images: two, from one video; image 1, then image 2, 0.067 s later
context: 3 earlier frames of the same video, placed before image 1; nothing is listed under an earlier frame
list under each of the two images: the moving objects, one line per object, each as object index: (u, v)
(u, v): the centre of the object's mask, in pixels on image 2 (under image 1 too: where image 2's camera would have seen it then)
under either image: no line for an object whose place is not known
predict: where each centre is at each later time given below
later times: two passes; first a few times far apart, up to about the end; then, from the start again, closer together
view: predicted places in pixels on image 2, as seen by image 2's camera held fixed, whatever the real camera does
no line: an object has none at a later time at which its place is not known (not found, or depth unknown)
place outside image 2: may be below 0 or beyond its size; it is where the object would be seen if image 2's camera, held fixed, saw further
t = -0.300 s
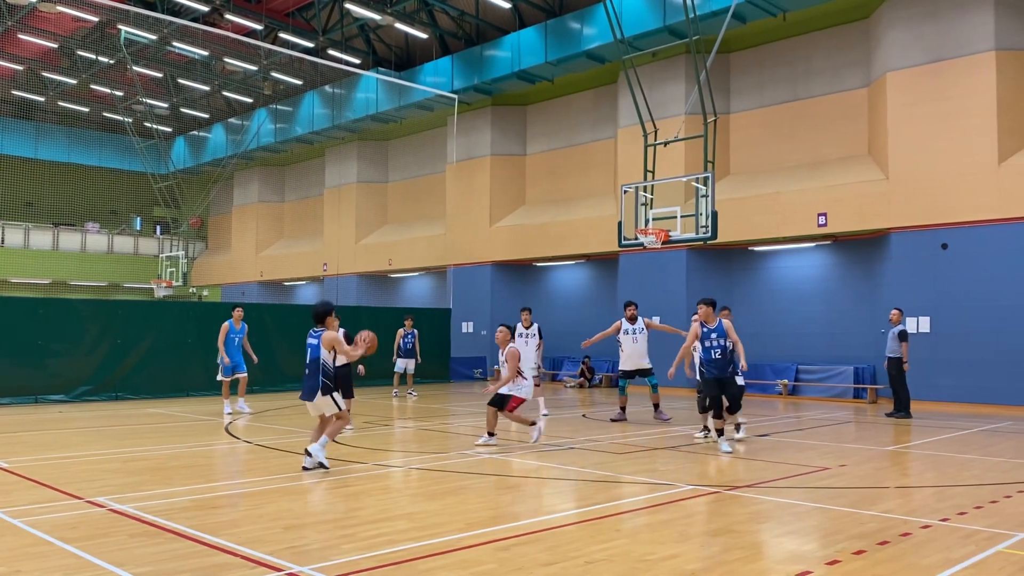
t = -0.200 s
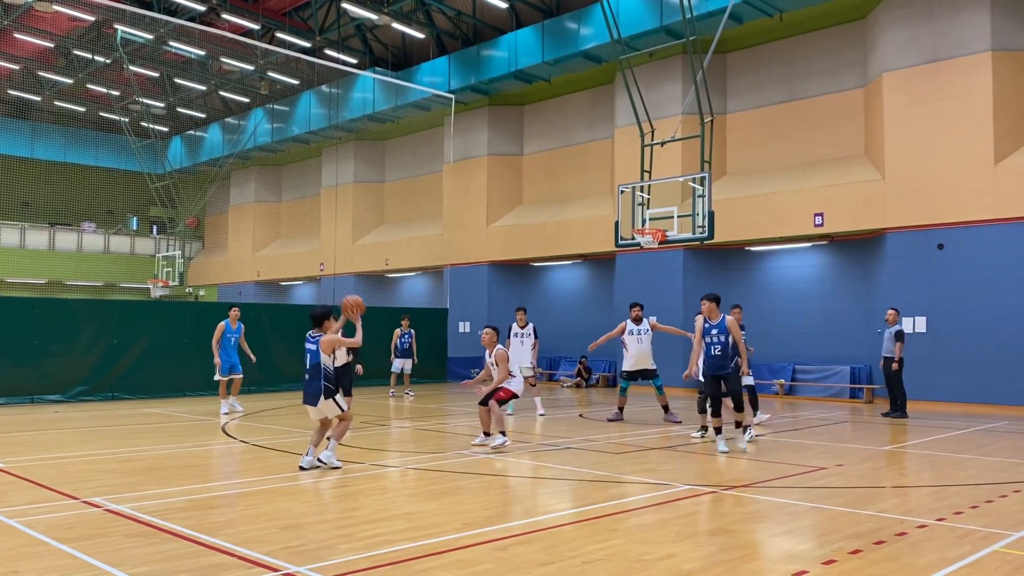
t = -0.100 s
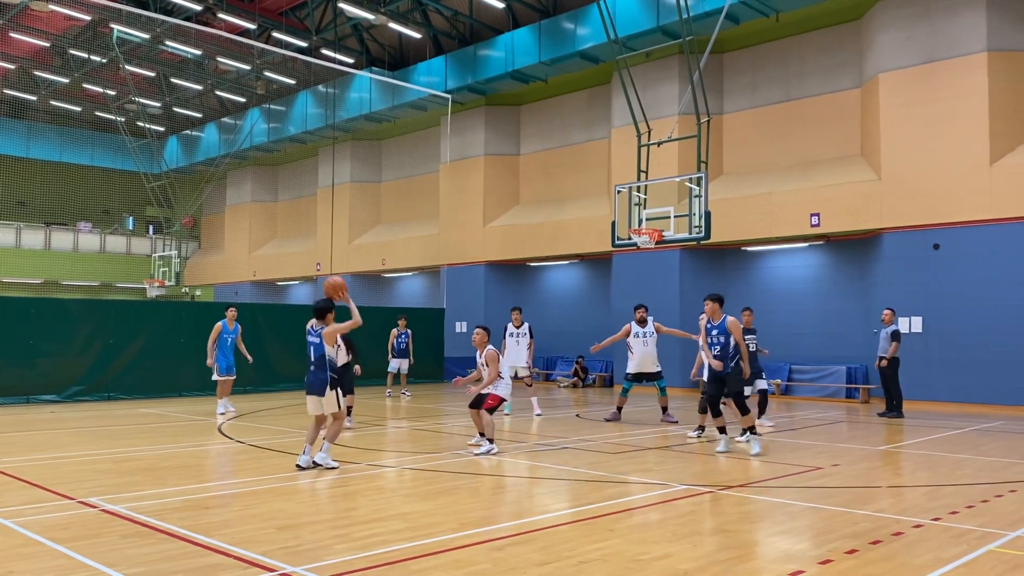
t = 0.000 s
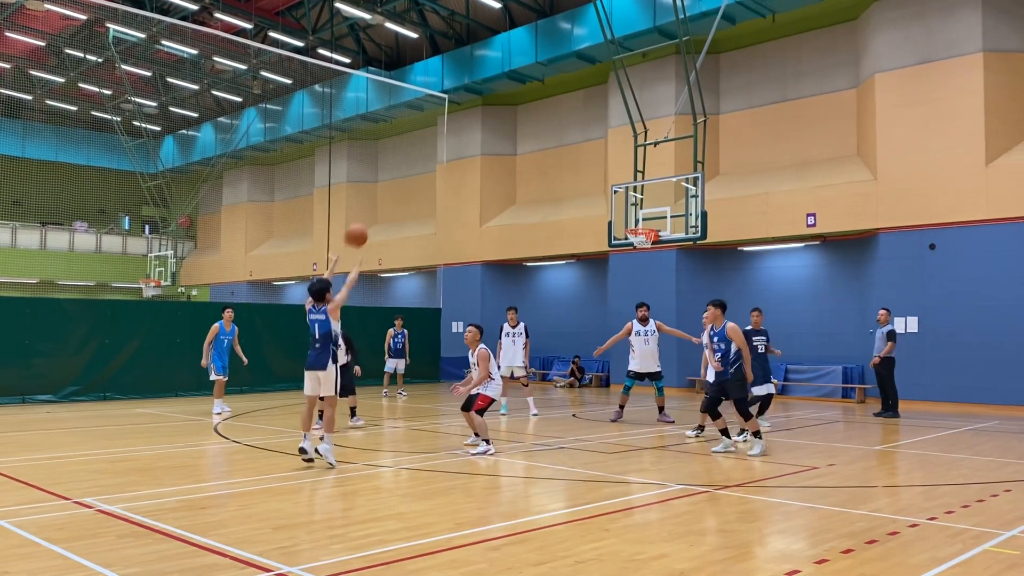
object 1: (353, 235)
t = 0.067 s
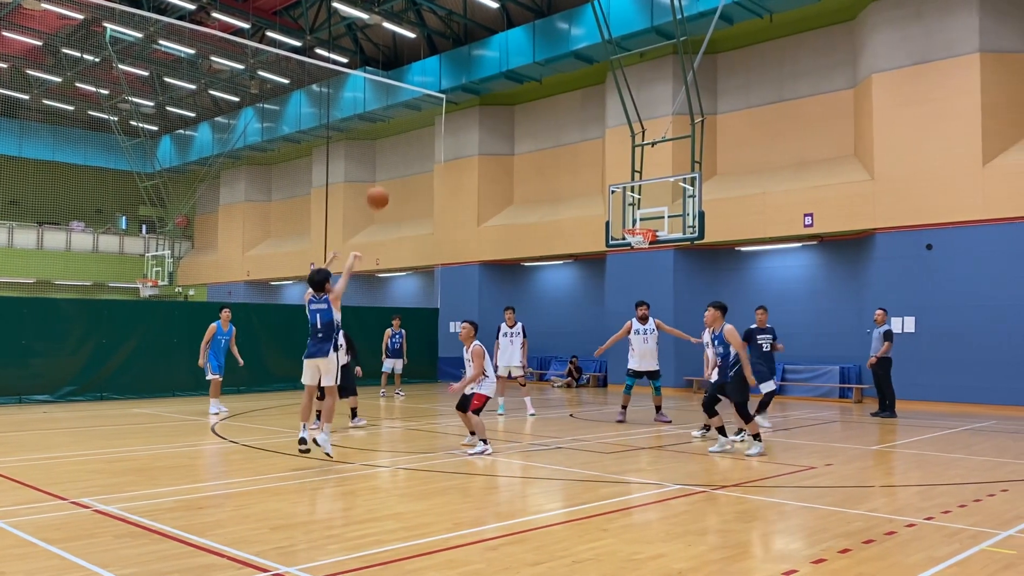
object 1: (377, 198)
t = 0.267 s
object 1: (440, 121)
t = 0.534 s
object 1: (506, 85)
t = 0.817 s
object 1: (564, 104)
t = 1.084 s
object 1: (607, 163)
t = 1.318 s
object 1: (631, 228)
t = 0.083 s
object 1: (384, 189)
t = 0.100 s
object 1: (389, 181)
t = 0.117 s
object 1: (395, 174)
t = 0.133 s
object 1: (400, 166)
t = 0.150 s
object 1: (405, 159)
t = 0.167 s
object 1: (411, 153)
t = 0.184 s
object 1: (416, 147)
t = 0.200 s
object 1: (421, 141)
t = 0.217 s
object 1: (426, 135)
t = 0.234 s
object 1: (431, 130)
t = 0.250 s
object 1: (436, 126)
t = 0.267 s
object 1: (440, 121)
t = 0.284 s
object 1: (445, 117)
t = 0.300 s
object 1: (449, 113)
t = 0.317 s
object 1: (454, 109)
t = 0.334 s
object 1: (459, 106)
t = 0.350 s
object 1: (463, 103)
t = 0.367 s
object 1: (467, 100)
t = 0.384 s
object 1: (472, 97)
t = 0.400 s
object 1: (476, 95)
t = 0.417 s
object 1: (480, 93)
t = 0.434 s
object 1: (484, 91)
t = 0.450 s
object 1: (488, 90)
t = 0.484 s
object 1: (495, 87)
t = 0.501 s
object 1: (500, 86)
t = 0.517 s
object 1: (503, 85)
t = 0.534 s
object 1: (506, 85)
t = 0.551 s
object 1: (510, 84)
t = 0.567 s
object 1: (514, 84)
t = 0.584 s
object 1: (517, 85)
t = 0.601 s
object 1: (521, 85)
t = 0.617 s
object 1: (525, 85)
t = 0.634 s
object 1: (529, 86)
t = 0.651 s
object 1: (532, 87)
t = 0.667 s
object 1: (535, 88)
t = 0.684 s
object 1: (539, 89)
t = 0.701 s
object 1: (542, 90)
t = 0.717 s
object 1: (545, 91)
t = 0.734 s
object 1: (549, 93)
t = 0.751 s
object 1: (551, 95)
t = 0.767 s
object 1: (555, 97)
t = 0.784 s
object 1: (557, 99)
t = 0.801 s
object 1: (561, 102)
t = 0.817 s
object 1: (564, 104)
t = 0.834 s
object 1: (567, 107)
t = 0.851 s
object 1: (569, 110)
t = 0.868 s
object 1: (573, 113)
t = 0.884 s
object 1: (576, 116)
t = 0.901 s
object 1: (578, 119)
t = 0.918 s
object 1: (581, 123)
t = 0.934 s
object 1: (584, 126)
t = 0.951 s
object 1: (586, 130)
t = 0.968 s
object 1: (589, 133)
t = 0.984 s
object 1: (591, 138)
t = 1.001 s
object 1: (594, 142)
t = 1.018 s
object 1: (597, 146)
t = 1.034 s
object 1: (600, 151)
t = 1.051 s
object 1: (602, 154)
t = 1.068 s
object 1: (605, 159)
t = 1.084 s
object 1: (607, 163)
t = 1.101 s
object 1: (609, 169)
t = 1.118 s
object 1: (612, 174)
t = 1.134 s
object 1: (614, 178)
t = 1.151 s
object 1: (616, 184)
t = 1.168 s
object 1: (618, 189)
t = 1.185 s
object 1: (620, 193)
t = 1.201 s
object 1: (622, 199)
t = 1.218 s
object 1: (626, 204)
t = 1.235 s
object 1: (628, 210)
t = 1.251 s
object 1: (629, 215)
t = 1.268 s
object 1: (631, 222)
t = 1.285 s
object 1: (634, 225)
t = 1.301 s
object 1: (633, 227)
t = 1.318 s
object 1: (631, 228)
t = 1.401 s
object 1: (619, 240)
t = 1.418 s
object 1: (616, 240)
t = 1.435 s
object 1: (612, 242)
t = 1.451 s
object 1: (610, 244)
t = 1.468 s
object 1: (607, 246)
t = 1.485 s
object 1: (604, 249)
